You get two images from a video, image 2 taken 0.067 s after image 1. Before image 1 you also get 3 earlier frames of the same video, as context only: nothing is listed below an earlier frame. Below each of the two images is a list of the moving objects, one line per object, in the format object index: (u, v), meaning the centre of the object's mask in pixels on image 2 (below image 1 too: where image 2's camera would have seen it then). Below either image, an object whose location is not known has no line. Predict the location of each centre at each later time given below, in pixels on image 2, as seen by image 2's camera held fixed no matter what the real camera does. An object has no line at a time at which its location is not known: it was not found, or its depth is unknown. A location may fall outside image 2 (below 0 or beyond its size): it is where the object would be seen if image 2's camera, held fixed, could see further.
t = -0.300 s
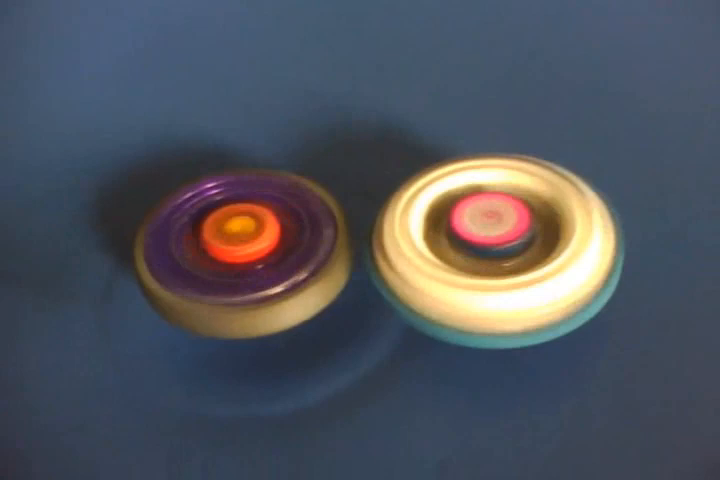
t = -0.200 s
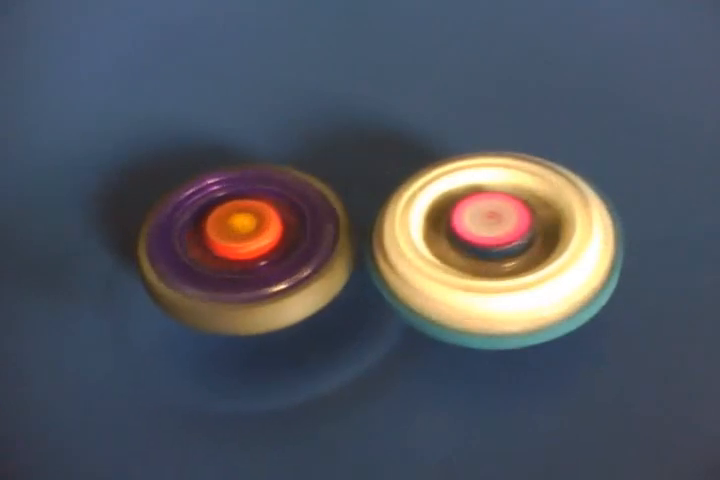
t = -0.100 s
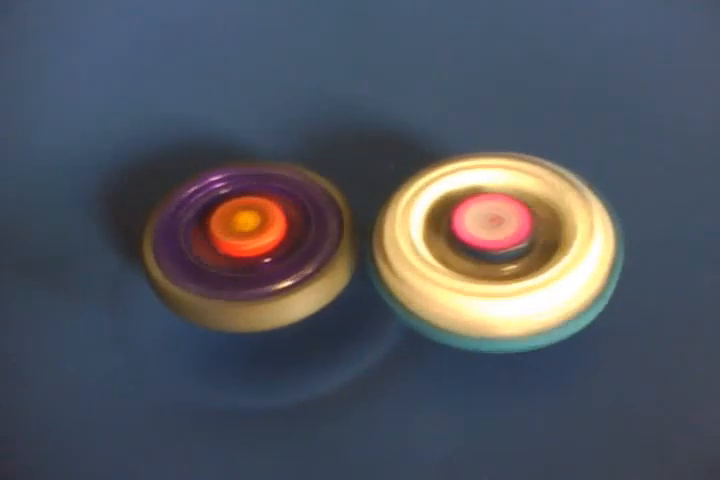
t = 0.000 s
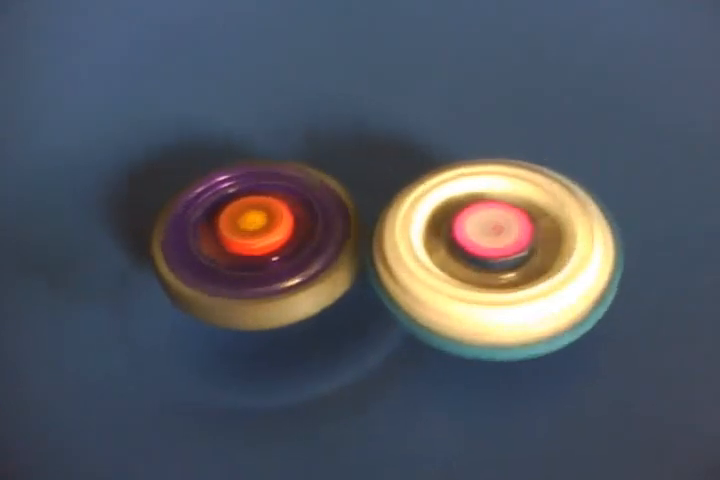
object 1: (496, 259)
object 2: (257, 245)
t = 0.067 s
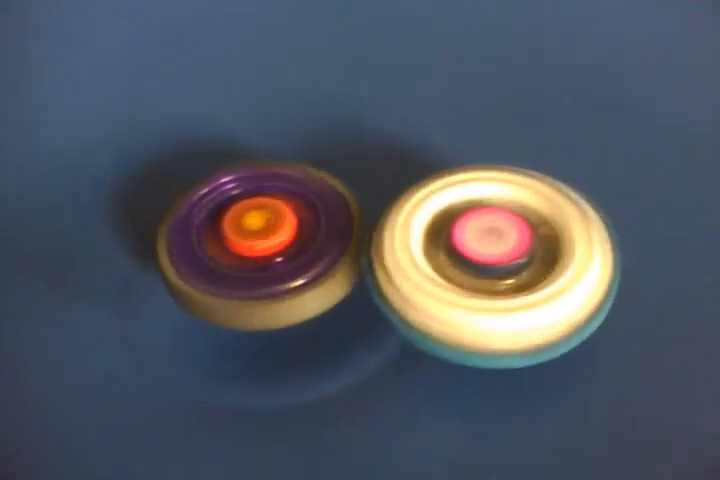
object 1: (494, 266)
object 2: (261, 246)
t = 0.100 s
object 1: (491, 270)
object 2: (262, 247)
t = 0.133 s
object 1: (488, 274)
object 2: (262, 247)
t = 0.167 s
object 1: (487, 278)
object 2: (262, 248)
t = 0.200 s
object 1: (487, 280)
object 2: (262, 247)
